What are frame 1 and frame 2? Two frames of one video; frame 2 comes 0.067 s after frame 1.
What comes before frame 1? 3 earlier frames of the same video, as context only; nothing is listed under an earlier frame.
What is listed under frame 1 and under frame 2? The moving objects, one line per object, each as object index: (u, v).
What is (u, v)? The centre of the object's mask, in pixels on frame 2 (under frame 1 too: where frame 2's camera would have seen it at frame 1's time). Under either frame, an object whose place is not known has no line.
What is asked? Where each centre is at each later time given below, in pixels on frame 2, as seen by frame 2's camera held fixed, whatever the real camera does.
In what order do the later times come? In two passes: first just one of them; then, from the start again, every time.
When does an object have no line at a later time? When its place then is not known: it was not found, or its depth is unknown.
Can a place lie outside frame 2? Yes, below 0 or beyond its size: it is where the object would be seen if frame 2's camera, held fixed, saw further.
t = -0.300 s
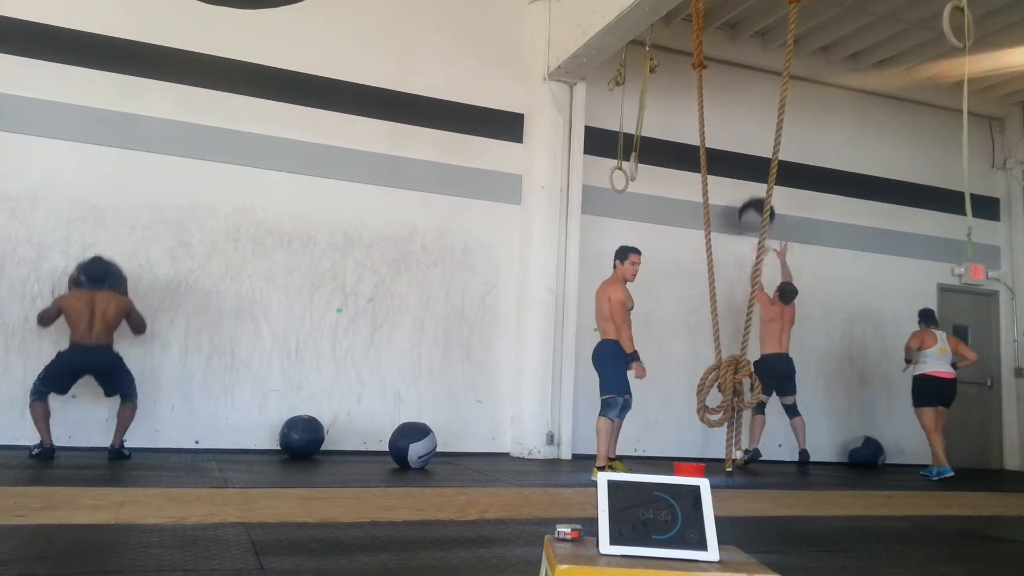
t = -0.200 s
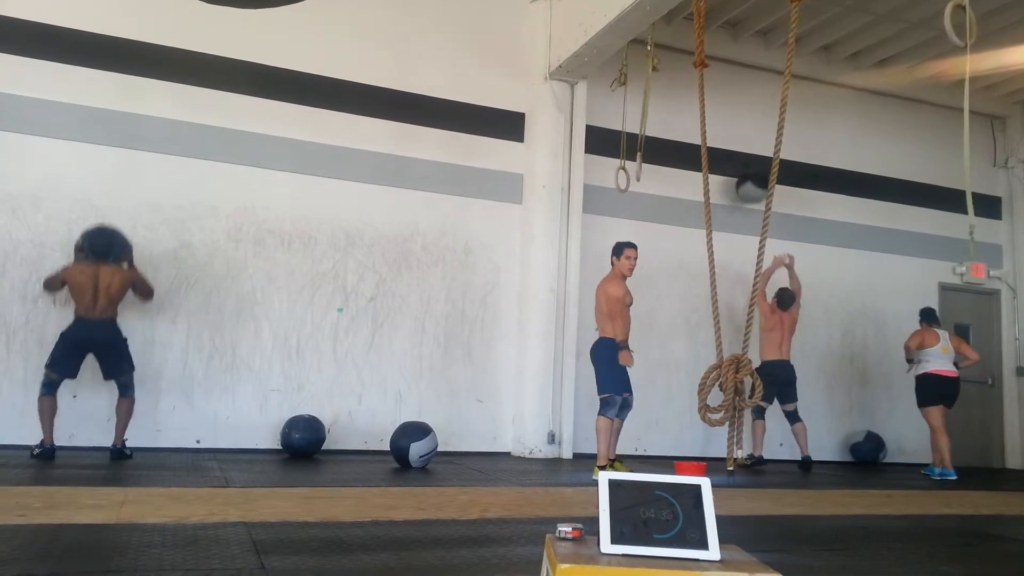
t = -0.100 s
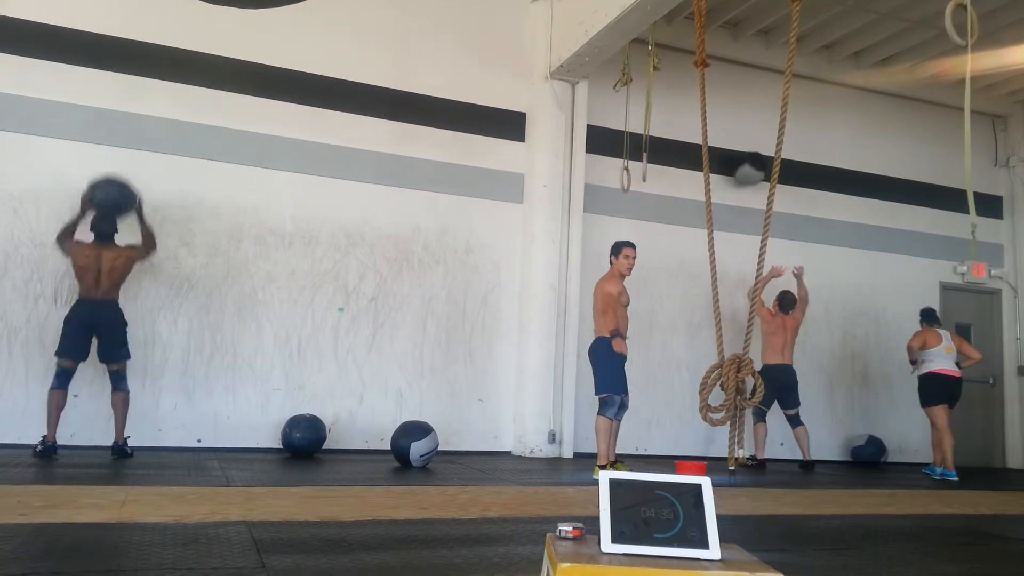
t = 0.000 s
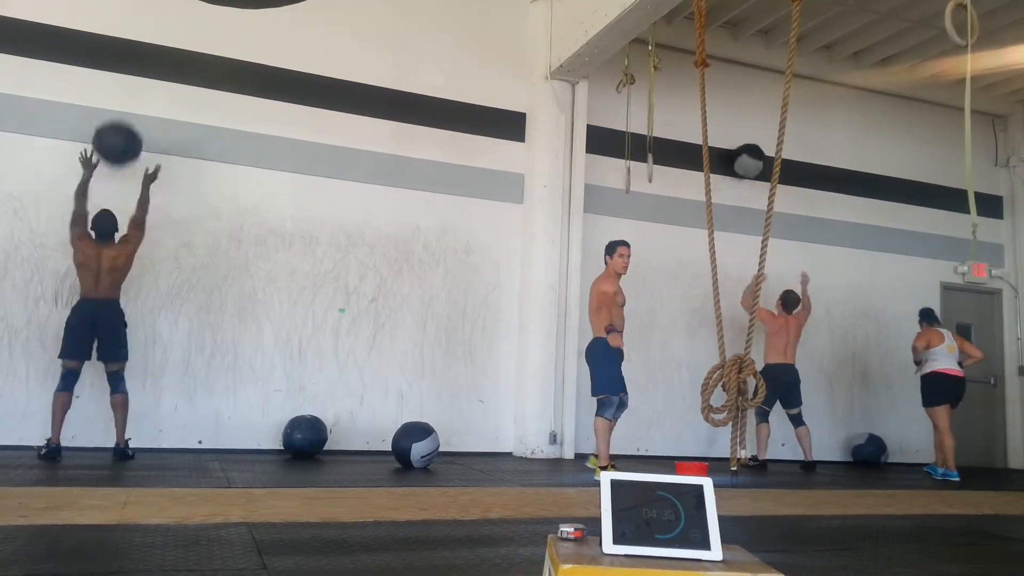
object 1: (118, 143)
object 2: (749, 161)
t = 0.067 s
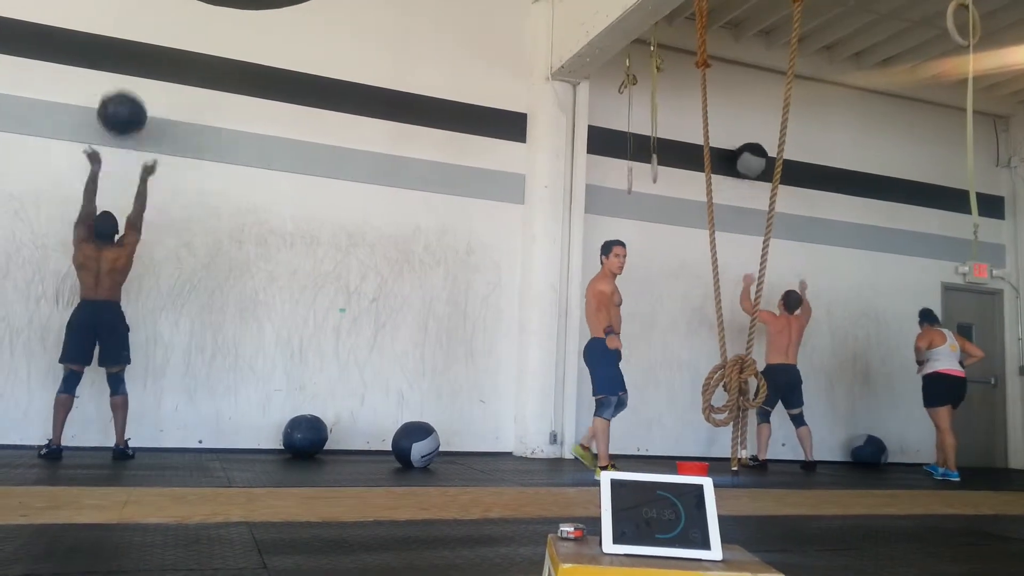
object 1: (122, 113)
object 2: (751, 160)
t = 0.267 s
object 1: (130, 56)
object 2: (754, 180)
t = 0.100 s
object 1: (123, 100)
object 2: (751, 160)
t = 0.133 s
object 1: (124, 89)
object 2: (752, 162)
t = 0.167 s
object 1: (126, 80)
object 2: (753, 165)
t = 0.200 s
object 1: (128, 72)
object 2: (754, 169)
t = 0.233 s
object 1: (129, 63)
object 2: (755, 174)
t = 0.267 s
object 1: (130, 56)
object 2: (754, 180)
